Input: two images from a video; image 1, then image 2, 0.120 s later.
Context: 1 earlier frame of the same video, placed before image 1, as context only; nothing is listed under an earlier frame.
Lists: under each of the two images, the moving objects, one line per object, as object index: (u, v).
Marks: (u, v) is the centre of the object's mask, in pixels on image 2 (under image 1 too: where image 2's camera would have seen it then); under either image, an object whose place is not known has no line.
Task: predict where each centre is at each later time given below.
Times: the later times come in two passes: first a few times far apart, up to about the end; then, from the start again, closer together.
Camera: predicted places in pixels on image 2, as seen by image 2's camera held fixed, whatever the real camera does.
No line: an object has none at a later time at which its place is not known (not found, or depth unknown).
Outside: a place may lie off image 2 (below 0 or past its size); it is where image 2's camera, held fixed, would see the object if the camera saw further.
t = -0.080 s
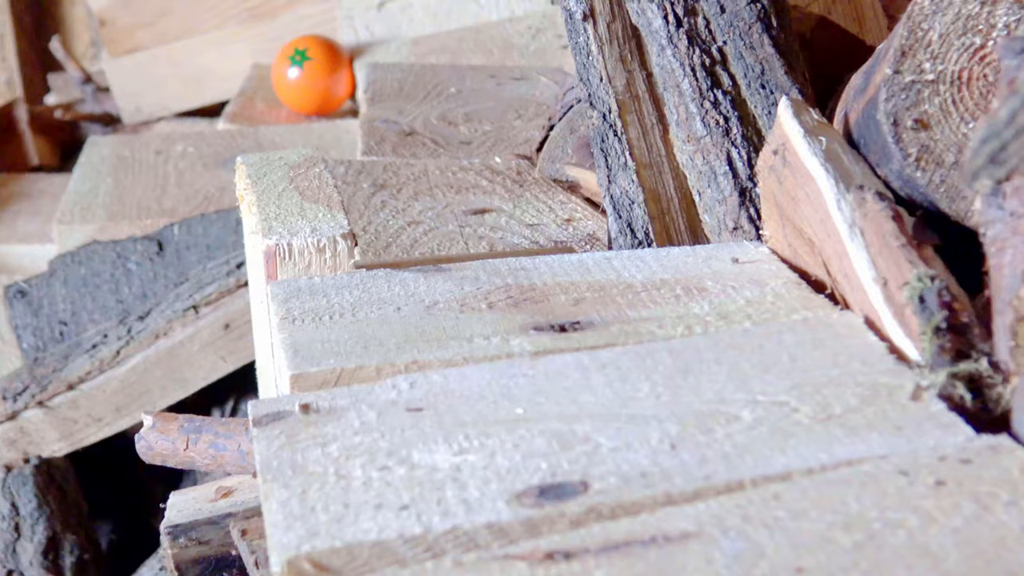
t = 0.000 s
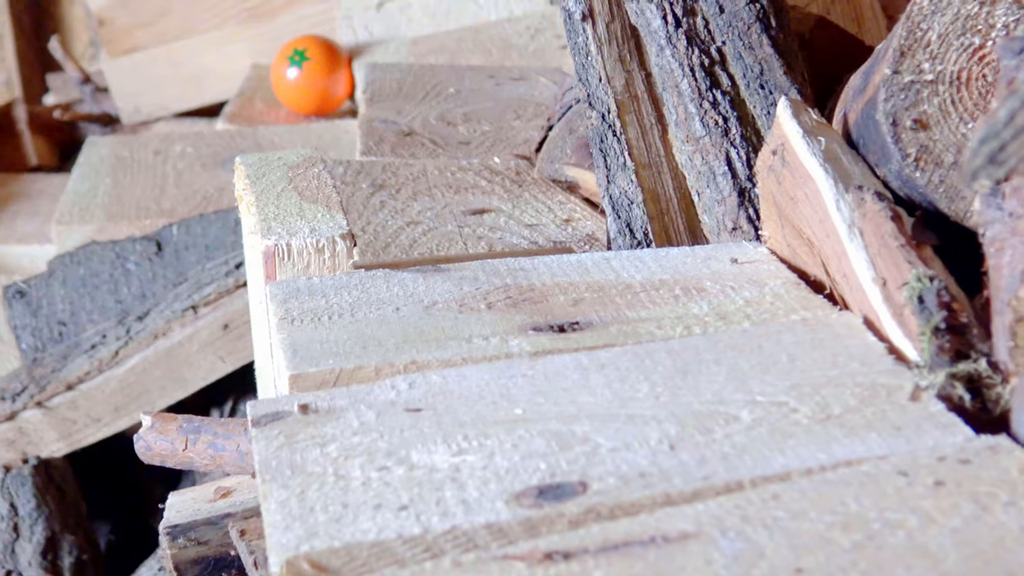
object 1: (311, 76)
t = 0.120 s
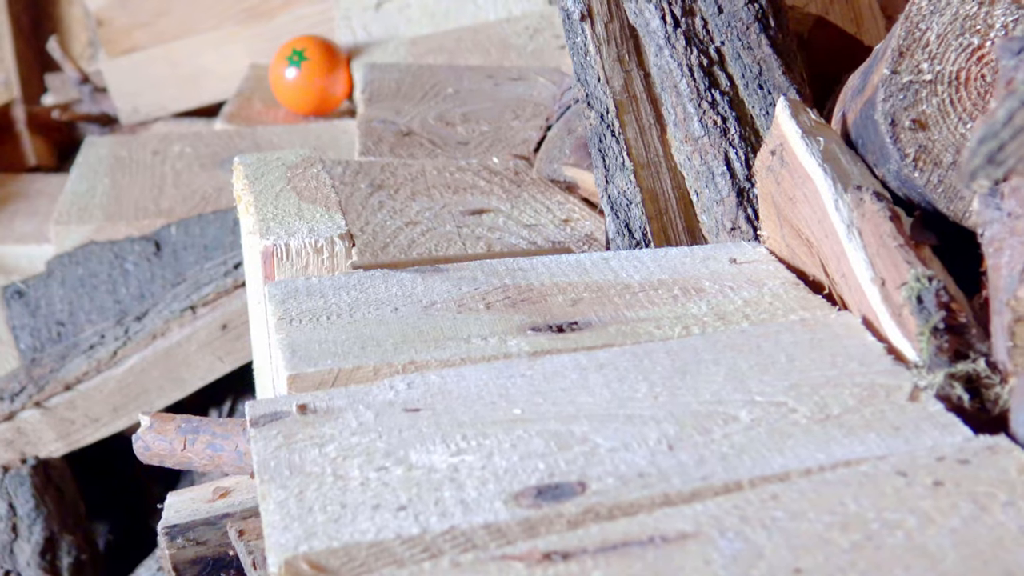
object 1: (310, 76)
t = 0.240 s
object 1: (310, 76)
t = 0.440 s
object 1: (310, 76)
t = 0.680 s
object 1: (310, 76)
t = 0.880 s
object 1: (307, 73)
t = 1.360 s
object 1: (270, 48)
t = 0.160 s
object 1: (310, 75)
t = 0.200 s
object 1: (310, 75)
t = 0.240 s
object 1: (310, 76)
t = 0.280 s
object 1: (310, 76)
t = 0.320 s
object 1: (310, 76)
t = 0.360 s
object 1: (310, 76)
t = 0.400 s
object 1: (310, 76)
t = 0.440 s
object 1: (310, 76)
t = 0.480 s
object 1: (310, 76)
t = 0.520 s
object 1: (310, 76)
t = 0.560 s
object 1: (310, 76)
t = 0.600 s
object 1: (310, 76)
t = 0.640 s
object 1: (310, 76)
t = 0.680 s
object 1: (310, 76)
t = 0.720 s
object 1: (310, 76)
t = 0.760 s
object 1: (310, 76)
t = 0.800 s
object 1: (310, 76)
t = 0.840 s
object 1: (310, 76)
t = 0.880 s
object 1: (307, 73)
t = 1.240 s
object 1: (289, 62)
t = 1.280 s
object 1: (274, 55)
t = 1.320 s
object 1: (270, 50)
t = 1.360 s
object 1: (270, 48)
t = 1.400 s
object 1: (273, 46)
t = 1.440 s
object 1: (281, 44)
